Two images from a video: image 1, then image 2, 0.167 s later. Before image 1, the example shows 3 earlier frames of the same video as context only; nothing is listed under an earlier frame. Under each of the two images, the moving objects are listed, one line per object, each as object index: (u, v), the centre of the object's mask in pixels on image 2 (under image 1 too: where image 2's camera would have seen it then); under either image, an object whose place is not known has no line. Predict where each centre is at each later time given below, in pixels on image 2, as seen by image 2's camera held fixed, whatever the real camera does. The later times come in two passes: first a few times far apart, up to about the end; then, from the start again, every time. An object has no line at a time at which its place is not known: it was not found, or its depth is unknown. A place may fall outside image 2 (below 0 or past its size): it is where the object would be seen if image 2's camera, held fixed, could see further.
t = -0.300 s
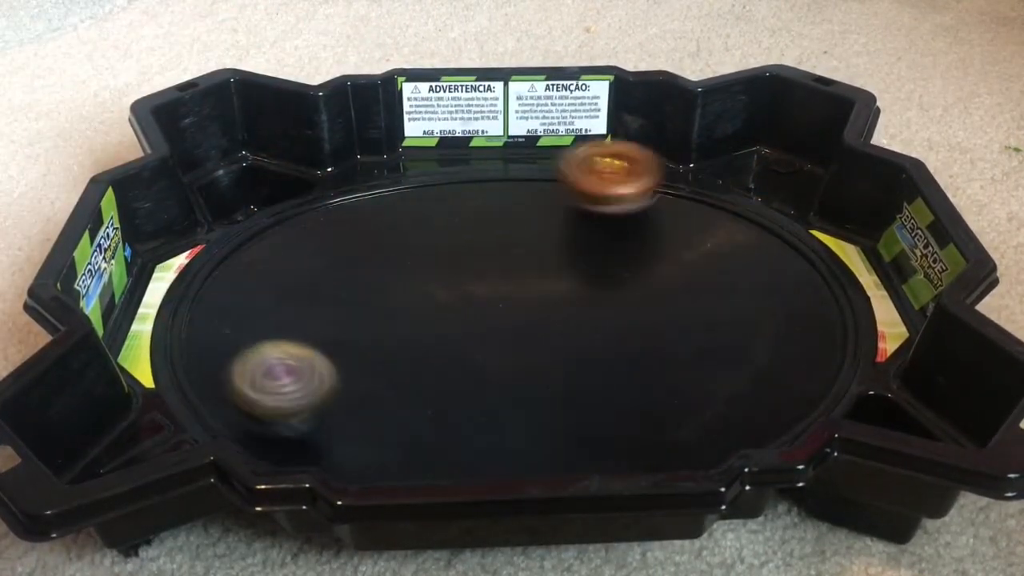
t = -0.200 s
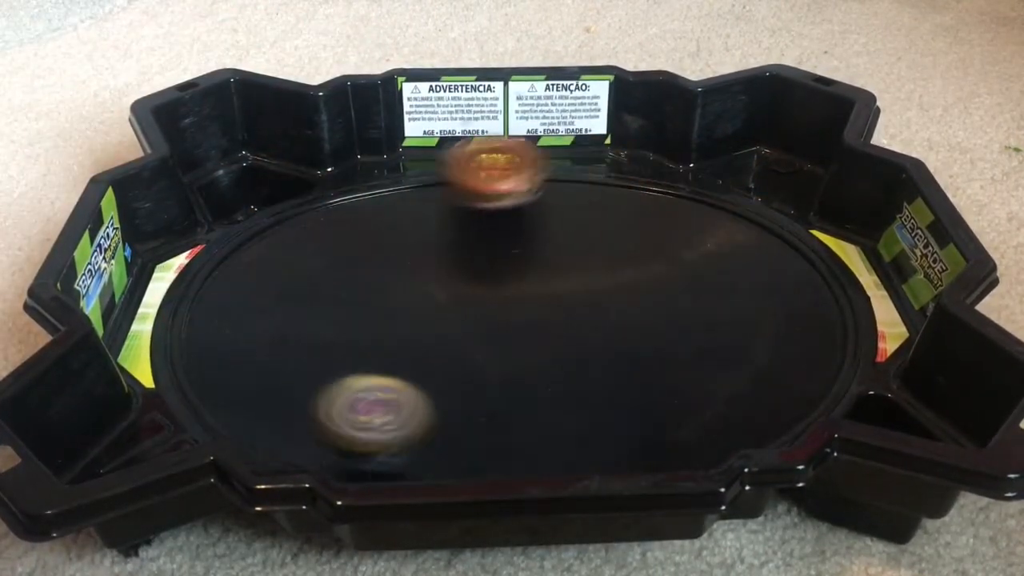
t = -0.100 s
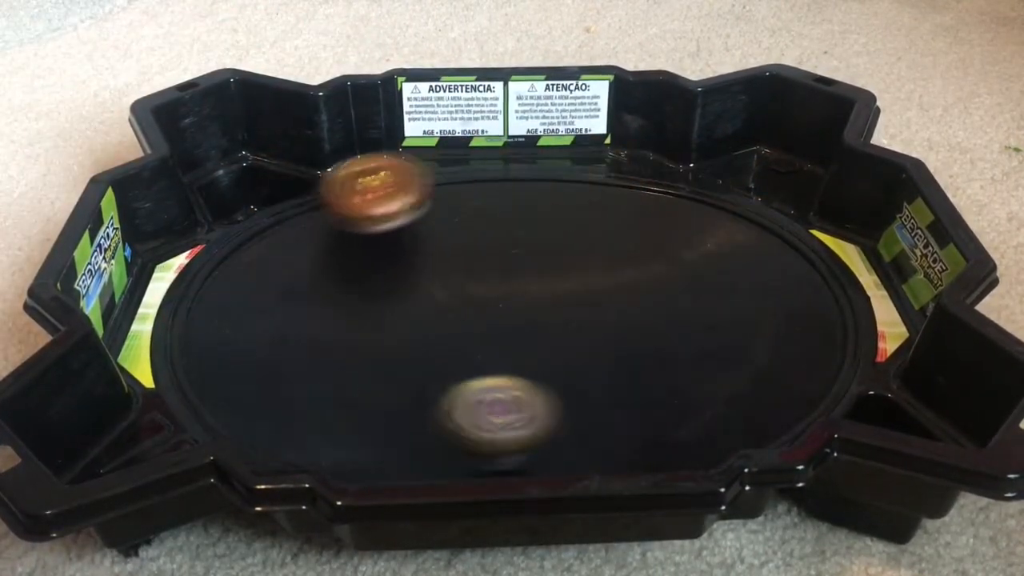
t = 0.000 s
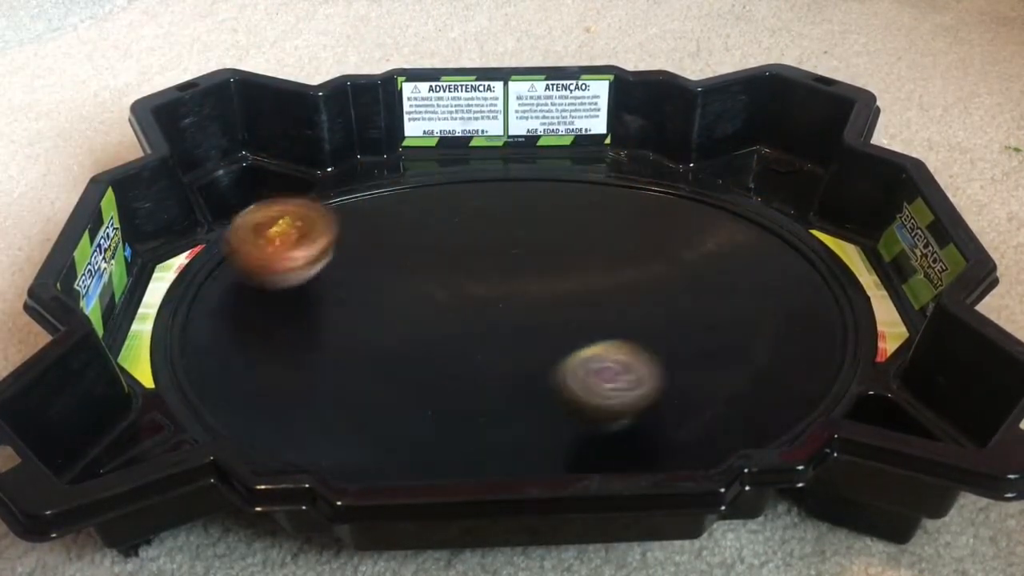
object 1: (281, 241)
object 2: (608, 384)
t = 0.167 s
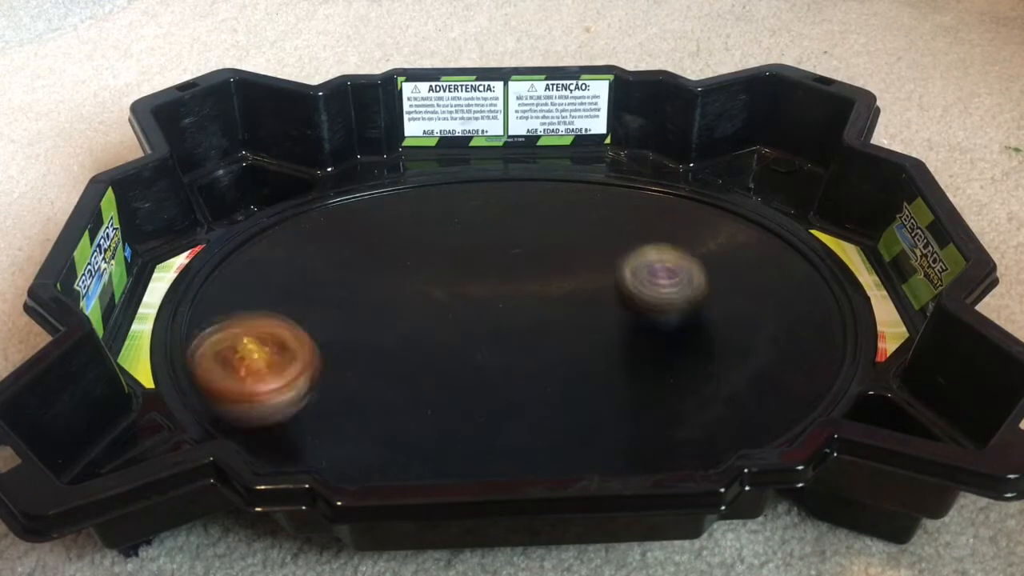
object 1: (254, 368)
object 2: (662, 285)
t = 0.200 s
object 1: (277, 393)
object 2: (653, 265)
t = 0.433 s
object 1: (591, 425)
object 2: (491, 190)
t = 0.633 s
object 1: (755, 311)
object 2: (344, 243)
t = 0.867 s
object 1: (624, 188)
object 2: (379, 373)
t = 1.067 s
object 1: (421, 190)
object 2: (600, 379)
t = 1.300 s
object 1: (269, 318)
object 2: (687, 272)
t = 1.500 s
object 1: (419, 427)
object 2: (574, 225)
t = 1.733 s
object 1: (708, 372)
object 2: (433, 282)
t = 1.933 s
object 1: (719, 242)
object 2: (453, 357)
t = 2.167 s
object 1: (522, 180)
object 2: (580, 355)
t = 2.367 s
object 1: (336, 230)
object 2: (594, 315)
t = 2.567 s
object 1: (290, 357)
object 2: (548, 300)
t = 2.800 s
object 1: (531, 424)
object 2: (519, 304)
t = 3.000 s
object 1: (716, 340)
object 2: (509, 314)
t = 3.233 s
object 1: (646, 211)
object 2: (501, 322)
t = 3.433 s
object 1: (468, 191)
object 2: (492, 327)
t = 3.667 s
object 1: (300, 282)
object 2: (483, 329)
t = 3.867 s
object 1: (366, 398)
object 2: (478, 324)
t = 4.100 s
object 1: (630, 395)
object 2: (469, 318)
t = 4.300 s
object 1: (709, 282)
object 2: (468, 313)
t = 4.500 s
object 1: (595, 203)
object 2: (470, 312)
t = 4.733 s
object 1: (396, 221)
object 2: (471, 312)
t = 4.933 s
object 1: (310, 320)
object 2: (471, 314)
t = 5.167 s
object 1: (467, 413)
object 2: (475, 321)
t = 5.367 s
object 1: (659, 366)
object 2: (482, 330)
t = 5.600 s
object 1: (659, 242)
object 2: (497, 331)
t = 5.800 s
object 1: (511, 202)
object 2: (503, 332)
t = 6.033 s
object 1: (341, 261)
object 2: (504, 330)
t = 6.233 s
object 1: (346, 369)
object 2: (493, 329)
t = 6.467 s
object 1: (561, 401)
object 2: (478, 327)
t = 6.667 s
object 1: (685, 318)
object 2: (477, 326)
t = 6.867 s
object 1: (623, 226)
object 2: (473, 323)
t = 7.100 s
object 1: (446, 215)
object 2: (468, 319)
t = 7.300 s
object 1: (333, 290)
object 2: (467, 317)
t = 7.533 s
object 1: (415, 397)
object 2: (467, 313)
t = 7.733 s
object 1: (600, 388)
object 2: (467, 311)
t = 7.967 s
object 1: (671, 281)
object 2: (467, 311)
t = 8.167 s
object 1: (569, 217)
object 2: (467, 313)
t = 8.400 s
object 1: (402, 235)
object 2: (469, 317)
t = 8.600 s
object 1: (339, 324)
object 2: (470, 319)
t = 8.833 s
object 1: (476, 401)
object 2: (475, 320)
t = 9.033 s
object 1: (636, 363)
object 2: (484, 329)
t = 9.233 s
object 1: (654, 269)
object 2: (490, 330)
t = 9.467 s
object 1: (521, 216)
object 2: (491, 329)
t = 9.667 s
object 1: (388, 252)
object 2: (490, 328)
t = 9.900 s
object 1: (367, 356)
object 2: (481, 325)
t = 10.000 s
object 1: (427, 389)
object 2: (480, 320)
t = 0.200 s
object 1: (277, 393)
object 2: (653, 265)
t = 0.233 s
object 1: (308, 411)
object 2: (639, 249)
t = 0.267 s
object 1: (349, 425)
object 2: (621, 232)
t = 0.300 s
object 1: (391, 433)
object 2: (600, 220)
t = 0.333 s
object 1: (442, 436)
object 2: (575, 209)
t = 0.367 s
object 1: (492, 436)
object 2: (548, 198)
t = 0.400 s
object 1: (544, 432)
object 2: (519, 193)
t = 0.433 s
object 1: (591, 425)
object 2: (491, 190)
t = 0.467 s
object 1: (636, 416)
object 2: (462, 193)
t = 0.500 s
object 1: (674, 402)
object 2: (436, 197)
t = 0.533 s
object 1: (706, 382)
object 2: (411, 204)
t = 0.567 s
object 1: (730, 360)
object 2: (387, 216)
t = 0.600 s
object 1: (747, 337)
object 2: (364, 229)
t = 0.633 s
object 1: (755, 311)
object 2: (344, 243)
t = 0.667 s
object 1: (754, 288)
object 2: (329, 260)
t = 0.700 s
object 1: (746, 265)
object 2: (319, 280)
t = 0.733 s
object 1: (730, 245)
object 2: (317, 299)
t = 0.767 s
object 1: (709, 227)
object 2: (320, 319)
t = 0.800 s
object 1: (683, 210)
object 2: (331, 341)
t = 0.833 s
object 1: (655, 199)
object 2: (352, 358)
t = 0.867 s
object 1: (624, 188)
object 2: (379, 373)
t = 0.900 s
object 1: (591, 181)
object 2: (411, 384)
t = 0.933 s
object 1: (558, 178)
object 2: (446, 391)
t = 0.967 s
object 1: (523, 177)
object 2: (486, 393)
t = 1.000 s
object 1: (489, 180)
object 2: (526, 392)
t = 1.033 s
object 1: (454, 183)
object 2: (564, 387)
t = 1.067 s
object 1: (421, 190)
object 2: (600, 379)
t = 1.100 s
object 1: (387, 201)
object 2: (631, 367)
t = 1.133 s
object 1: (356, 213)
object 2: (657, 353)
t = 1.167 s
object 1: (328, 229)
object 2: (675, 337)
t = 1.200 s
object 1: (303, 248)
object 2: (688, 321)
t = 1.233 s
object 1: (285, 269)
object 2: (694, 304)
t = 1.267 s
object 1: (273, 293)
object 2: (693, 288)
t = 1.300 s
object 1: (269, 318)
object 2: (687, 272)
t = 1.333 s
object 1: (274, 343)
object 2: (676, 259)
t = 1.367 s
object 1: (287, 367)
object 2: (661, 247)
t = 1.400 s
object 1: (310, 389)
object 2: (643, 237)
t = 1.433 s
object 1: (339, 407)
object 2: (622, 231)
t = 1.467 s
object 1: (378, 421)
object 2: (599, 227)
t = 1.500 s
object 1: (419, 427)
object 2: (574, 225)
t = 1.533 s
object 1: (464, 430)
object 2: (549, 227)
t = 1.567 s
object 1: (513, 429)
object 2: (524, 230)
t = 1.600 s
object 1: (558, 425)
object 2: (499, 238)
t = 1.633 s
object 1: (603, 419)
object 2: (477, 247)
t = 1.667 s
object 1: (643, 408)
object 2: (457, 258)
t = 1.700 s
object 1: (679, 392)
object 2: (443, 270)
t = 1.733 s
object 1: (708, 372)
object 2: (433, 282)
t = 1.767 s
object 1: (729, 351)
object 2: (427, 295)
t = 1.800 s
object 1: (743, 327)
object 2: (424, 310)
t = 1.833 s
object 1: (748, 304)
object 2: (426, 325)
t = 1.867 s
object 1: (745, 281)
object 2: (430, 338)
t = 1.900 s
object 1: (735, 260)
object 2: (440, 348)
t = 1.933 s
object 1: (719, 242)
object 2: (453, 357)
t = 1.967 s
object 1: (699, 226)
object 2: (469, 364)
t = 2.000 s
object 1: (673, 211)
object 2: (487, 369)
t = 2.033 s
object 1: (647, 198)
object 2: (507, 371)
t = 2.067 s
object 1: (617, 190)
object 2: (527, 370)
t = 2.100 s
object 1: (586, 183)
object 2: (547, 367)
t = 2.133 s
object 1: (554, 181)
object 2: (566, 362)
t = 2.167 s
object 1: (522, 180)
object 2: (580, 355)
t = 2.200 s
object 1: (488, 183)
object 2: (591, 348)
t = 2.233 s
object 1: (457, 187)
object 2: (597, 341)
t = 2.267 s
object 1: (424, 193)
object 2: (600, 334)
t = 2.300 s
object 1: (392, 204)
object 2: (600, 327)
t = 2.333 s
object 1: (362, 215)
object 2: (599, 321)
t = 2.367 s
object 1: (336, 230)
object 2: (594, 315)
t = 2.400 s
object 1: (312, 247)
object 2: (588, 309)
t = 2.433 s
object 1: (295, 267)
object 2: (581, 307)
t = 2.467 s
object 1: (283, 288)
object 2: (573, 303)
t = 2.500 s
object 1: (277, 310)
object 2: (564, 302)
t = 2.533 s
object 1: (280, 333)
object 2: (556, 300)
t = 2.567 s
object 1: (290, 357)
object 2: (548, 300)
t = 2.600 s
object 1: (307, 377)
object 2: (542, 299)
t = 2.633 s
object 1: (331, 395)
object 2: (536, 300)
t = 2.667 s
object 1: (365, 411)
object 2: (531, 300)
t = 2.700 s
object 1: (402, 421)
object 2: (528, 301)
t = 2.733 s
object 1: (444, 426)
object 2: (524, 302)
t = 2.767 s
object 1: (488, 427)
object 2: (521, 303)
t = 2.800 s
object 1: (531, 424)
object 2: (519, 304)
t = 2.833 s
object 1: (572, 419)
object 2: (517, 305)
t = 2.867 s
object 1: (612, 411)
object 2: (515, 307)
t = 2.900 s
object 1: (648, 397)
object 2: (514, 309)
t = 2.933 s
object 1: (676, 381)
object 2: (512, 311)
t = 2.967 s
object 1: (701, 361)
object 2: (511, 312)
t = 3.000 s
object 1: (716, 340)
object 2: (509, 314)
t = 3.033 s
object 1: (726, 317)
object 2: (508, 315)
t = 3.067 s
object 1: (726, 296)
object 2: (507, 317)
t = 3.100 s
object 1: (721, 275)
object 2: (505, 318)
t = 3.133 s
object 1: (709, 255)
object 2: (504, 319)
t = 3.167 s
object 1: (693, 238)
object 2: (503, 320)
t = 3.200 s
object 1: (671, 223)
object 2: (502, 321)
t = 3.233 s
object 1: (646, 211)
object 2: (501, 322)
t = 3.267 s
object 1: (620, 201)
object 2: (500, 324)
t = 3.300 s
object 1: (590, 193)
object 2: (498, 324)
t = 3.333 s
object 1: (561, 189)
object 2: (497, 325)
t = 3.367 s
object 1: (530, 187)
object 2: (496, 326)
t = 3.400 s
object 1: (499, 188)
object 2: (494, 327)
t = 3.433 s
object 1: (468, 191)
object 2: (492, 327)
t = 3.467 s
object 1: (437, 197)
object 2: (491, 328)
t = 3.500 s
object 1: (407, 205)
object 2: (489, 328)
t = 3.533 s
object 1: (379, 216)
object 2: (487, 329)
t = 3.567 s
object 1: (354, 228)
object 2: (486, 329)
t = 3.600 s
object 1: (332, 244)
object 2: (485, 329)
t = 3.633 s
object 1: (313, 262)
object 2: (484, 329)
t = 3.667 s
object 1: (300, 282)
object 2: (483, 329)
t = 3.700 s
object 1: (293, 303)
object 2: (483, 328)
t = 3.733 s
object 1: (294, 323)
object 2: (482, 327)
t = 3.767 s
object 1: (301, 346)
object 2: (481, 326)
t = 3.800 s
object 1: (315, 365)
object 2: (480, 325)
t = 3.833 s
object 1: (337, 384)
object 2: (479, 325)
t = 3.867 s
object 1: (366, 398)
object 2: (478, 324)
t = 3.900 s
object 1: (399, 410)
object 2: (476, 322)
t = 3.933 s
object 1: (437, 416)
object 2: (475, 322)
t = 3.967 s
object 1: (477, 420)
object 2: (474, 321)
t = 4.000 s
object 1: (515, 419)
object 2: (473, 320)
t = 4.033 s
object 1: (557, 415)
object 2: (472, 319)
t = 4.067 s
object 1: (595, 406)
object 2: (470, 318)
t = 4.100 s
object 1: (630, 395)
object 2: (469, 318)
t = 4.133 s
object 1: (659, 379)
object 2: (468, 317)
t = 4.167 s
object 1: (682, 363)
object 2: (468, 316)
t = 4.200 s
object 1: (699, 343)
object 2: (468, 316)
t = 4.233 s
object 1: (708, 323)
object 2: (468, 315)
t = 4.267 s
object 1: (713, 303)
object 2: (468, 314)
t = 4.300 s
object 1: (709, 282)
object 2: (468, 313)
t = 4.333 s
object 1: (701, 263)
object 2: (468, 313)
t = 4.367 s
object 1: (687, 246)
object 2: (469, 313)
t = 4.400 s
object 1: (667, 232)
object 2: (469, 312)
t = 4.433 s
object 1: (646, 219)
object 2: (469, 312)
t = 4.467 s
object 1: (620, 210)
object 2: (469, 312)
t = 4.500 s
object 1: (595, 203)
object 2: (470, 312)
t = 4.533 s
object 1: (566, 198)
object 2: (470, 312)
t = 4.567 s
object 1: (538, 196)
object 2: (471, 311)
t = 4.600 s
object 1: (508, 196)
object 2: (471, 312)
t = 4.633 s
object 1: (480, 199)
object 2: (471, 311)
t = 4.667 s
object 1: (451, 204)
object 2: (471, 312)
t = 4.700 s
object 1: (424, 211)
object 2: (471, 312)
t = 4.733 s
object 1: (396, 221)
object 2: (471, 312)
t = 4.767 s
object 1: (372, 233)
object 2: (472, 312)
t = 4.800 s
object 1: (350, 247)
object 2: (471, 312)
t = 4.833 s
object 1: (332, 263)
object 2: (471, 313)
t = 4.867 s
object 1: (320, 282)
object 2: (471, 313)
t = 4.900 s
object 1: (311, 300)
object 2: (471, 314)
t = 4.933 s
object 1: (310, 320)
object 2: (471, 314)
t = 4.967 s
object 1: (315, 341)
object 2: (471, 316)
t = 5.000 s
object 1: (326, 359)
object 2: (472, 316)
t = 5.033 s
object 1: (344, 375)
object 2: (472, 317)
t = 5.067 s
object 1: (369, 391)
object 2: (473, 319)
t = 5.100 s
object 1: (397, 401)
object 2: (473, 320)
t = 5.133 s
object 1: (431, 408)
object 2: (474, 320)
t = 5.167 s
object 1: (467, 413)
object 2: (475, 321)
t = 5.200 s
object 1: (502, 414)
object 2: (474, 323)
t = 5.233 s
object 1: (539, 410)
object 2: (476, 326)
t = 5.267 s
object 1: (574, 404)
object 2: (477, 327)
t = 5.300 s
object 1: (607, 393)
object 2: (478, 328)
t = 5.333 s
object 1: (636, 381)
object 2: (480, 329)
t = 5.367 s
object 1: (659, 366)
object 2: (482, 330)
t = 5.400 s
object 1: (678, 349)
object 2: (484, 330)
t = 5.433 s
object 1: (690, 331)
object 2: (486, 331)
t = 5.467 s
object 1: (694, 311)
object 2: (489, 331)
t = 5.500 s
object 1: (693, 291)
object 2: (491, 331)
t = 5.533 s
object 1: (687, 273)
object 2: (493, 331)
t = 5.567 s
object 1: (674, 257)
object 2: (495, 331)
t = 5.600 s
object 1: (659, 242)
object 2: (497, 331)
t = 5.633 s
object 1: (638, 230)
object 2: (498, 331)
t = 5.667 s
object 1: (616, 219)
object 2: (499, 331)
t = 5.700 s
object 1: (592, 211)
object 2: (500, 331)
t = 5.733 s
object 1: (566, 206)
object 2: (502, 332)
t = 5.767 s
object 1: (539, 203)
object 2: (502, 332)
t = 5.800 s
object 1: (511, 202)
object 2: (503, 332)
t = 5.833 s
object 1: (484, 204)
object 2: (504, 332)
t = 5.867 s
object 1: (457, 208)
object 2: (504, 332)
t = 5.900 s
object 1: (430, 214)
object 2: (505, 332)
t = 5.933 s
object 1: (405, 222)
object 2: (505, 332)
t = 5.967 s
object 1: (381, 233)
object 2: (505, 331)
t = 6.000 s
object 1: (360, 245)
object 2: (505, 331)
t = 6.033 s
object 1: (341, 261)
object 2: (504, 330)
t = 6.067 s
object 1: (328, 278)
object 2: (503, 329)
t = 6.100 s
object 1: (320, 296)
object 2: (501, 329)
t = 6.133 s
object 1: (317, 316)
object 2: (499, 330)
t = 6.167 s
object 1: (320, 335)
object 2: (497, 329)
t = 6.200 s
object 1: (330, 353)
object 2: (495, 328)
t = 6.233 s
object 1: (346, 369)
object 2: (493, 329)
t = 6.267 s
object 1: (368, 384)
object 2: (490, 328)
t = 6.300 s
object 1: (394, 394)
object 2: (487, 328)
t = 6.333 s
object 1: (426, 403)
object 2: (486, 326)
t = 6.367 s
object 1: (459, 408)
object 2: (484, 325)
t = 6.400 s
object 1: (494, 409)
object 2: (481, 324)
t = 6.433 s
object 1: (527, 407)
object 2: (478, 326)
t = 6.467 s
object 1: (561, 401)
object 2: (478, 327)
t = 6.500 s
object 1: (593, 394)
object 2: (477, 327)
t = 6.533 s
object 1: (623, 383)
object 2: (477, 327)
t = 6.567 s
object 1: (647, 370)
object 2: (477, 327)
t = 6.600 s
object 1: (665, 354)
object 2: (477, 327)
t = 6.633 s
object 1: (678, 336)
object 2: (477, 326)
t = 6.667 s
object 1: (685, 318)
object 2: (477, 326)
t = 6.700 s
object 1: (686, 299)
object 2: (477, 326)
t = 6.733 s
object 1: (682, 281)
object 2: (477, 325)
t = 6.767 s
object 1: (673, 265)
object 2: (476, 325)
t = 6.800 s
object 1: (660, 250)
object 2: (476, 324)
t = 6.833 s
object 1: (643, 237)
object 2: (474, 324)
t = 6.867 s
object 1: (623, 226)
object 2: (473, 323)
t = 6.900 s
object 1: (601, 217)
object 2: (473, 322)
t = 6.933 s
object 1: (576, 211)
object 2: (471, 322)
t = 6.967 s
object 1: (550, 207)
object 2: (471, 321)
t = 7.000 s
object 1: (524, 205)
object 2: (470, 320)
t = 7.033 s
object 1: (497, 206)
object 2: (469, 320)
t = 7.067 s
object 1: (471, 209)
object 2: (468, 320)
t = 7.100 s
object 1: (446, 215)
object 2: (468, 319)
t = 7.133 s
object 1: (421, 223)
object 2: (467, 319)
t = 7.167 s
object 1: (396, 233)
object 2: (467, 318)
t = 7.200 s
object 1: (375, 244)
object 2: (467, 317)
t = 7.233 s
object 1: (357, 258)
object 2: (467, 318)
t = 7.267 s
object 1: (343, 274)
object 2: (467, 317)
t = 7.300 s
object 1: (333, 290)
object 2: (467, 317)
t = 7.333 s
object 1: (329, 310)
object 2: (467, 316)
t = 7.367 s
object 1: (329, 327)
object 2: (467, 316)
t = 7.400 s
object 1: (336, 345)
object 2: (467, 315)
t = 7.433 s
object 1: (348, 361)
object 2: (467, 315)
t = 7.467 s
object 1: (365, 375)
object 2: (467, 314)
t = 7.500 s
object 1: (388, 387)
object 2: (467, 314)
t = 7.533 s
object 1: (415, 397)
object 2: (467, 313)
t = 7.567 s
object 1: (444, 403)
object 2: (468, 312)
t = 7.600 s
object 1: (475, 406)
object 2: (467, 312)
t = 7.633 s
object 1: (507, 406)
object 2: (467, 312)
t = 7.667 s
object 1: (539, 403)
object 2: (467, 312)
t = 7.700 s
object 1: (570, 397)
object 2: (467, 312)
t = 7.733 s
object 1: (600, 388)
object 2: (467, 311)
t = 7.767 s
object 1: (625, 378)
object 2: (467, 311)
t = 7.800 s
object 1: (646, 364)
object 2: (467, 311)
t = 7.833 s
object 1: (662, 348)
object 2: (467, 311)
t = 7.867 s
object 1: (672, 332)
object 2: (467, 311)
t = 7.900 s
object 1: (678, 314)
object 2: (467, 311)
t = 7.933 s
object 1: (677, 297)
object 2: (467, 311)
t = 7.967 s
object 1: (671, 281)
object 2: (467, 311)
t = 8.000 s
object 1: (661, 266)
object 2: (466, 312)
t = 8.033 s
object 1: (648, 253)
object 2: (467, 312)
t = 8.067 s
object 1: (631, 240)
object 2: (467, 312)
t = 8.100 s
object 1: (612, 230)
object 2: (467, 313)
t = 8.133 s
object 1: (592, 222)
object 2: (467, 313)
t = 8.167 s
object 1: (569, 217)
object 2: (467, 313)
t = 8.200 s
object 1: (545, 213)
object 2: (467, 314)
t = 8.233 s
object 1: (521, 211)
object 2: (467, 314)
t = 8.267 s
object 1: (496, 212)
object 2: (468, 315)
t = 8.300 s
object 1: (471, 214)
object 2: (468, 315)
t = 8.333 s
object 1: (447, 219)
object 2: (468, 316)
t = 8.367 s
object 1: (424, 226)
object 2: (469, 316)
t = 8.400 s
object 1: (402, 235)
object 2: (469, 317)
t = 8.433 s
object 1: (382, 246)
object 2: (469, 317)
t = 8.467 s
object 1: (365, 260)
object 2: (469, 318)
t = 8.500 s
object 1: (351, 275)
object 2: (469, 318)
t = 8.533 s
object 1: (342, 291)
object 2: (470, 318)
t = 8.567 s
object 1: (338, 307)
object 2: (470, 319)
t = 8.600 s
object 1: (339, 324)
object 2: (470, 319)
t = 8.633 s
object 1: (344, 341)
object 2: (470, 321)
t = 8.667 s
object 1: (356, 356)
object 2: (470, 321)
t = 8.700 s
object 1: (373, 370)
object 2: (471, 322)
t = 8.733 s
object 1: (393, 382)
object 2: (472, 321)
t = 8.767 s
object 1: (417, 391)
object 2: (474, 321)
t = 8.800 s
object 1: (446, 397)
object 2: (474, 319)
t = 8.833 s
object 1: (476, 401)
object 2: (475, 320)
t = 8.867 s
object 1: (504, 400)
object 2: (476, 322)
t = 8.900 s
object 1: (535, 397)
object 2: (477, 325)
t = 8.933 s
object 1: (563, 393)
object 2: (480, 328)
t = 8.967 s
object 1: (590, 386)
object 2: (482, 329)
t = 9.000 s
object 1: (615, 376)
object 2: (483, 329)
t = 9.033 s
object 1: (636, 363)
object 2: (484, 329)
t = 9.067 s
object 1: (651, 348)
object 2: (485, 329)
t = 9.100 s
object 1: (661, 333)
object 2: (487, 329)
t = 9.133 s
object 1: (667, 317)
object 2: (488, 330)
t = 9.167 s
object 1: (668, 300)
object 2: (489, 330)
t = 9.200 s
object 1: (663, 284)
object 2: (489, 330)
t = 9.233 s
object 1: (654, 269)
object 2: (490, 330)
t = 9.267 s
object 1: (642, 256)
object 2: (490, 330)
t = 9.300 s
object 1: (626, 244)
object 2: (491, 330)
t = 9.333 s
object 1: (608, 234)
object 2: (491, 330)
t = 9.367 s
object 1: (589, 226)
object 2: (491, 330)
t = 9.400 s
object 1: (568, 221)
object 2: (491, 330)
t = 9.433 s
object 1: (546, 217)
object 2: (491, 330)
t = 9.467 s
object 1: (521, 216)
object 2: (491, 329)
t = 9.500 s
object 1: (498, 217)
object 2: (491, 329)
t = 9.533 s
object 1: (474, 220)
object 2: (491, 329)
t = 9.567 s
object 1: (451, 224)
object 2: (491, 329)
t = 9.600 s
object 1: (428, 231)
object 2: (491, 329)
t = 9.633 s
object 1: (407, 240)
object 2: (490, 328)
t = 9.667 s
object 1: (388, 252)
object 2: (490, 328)
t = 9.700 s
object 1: (373, 264)
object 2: (489, 327)
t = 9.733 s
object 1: (361, 278)
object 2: (488, 327)
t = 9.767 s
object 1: (353, 294)
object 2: (487, 326)
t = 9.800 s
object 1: (350, 310)
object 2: (485, 326)
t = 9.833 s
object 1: (350, 327)
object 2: (484, 325)
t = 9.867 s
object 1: (357, 343)
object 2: (483, 325)
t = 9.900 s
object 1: (367, 356)
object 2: (481, 325)
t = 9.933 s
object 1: (382, 370)
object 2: (480, 325)
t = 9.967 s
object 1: (403, 381)
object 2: (480, 323)
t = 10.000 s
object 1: (427, 389)
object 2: (480, 320)
